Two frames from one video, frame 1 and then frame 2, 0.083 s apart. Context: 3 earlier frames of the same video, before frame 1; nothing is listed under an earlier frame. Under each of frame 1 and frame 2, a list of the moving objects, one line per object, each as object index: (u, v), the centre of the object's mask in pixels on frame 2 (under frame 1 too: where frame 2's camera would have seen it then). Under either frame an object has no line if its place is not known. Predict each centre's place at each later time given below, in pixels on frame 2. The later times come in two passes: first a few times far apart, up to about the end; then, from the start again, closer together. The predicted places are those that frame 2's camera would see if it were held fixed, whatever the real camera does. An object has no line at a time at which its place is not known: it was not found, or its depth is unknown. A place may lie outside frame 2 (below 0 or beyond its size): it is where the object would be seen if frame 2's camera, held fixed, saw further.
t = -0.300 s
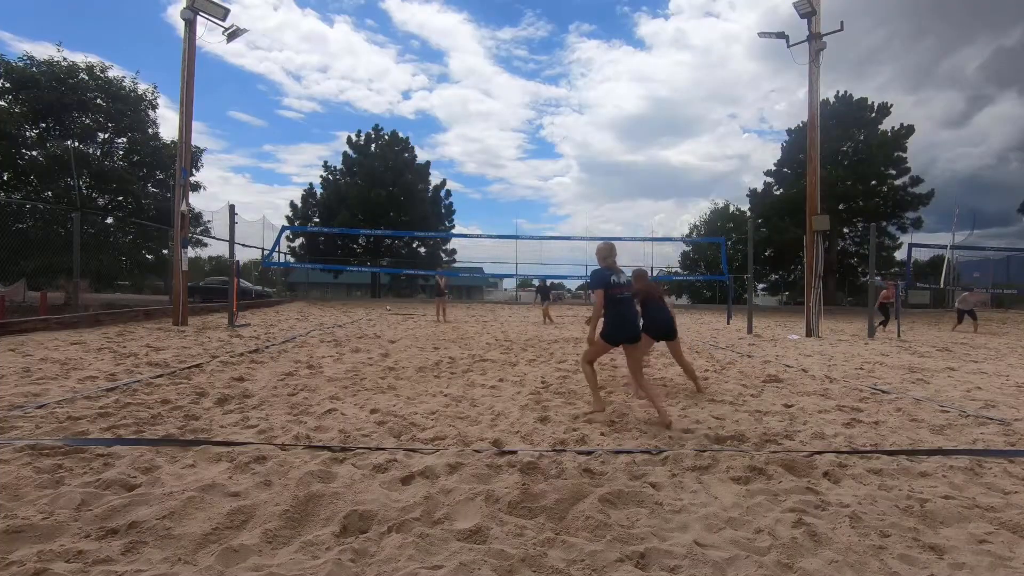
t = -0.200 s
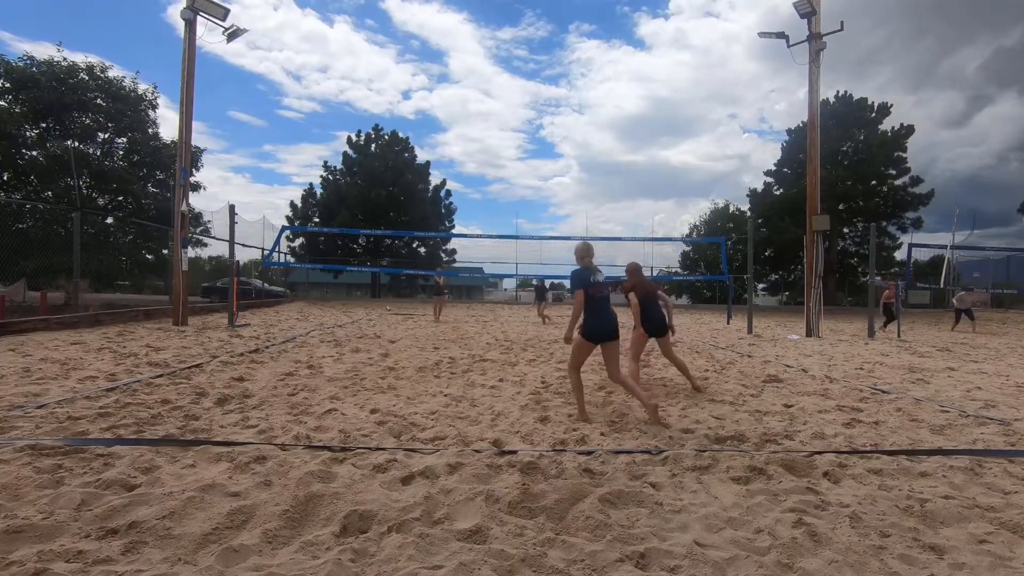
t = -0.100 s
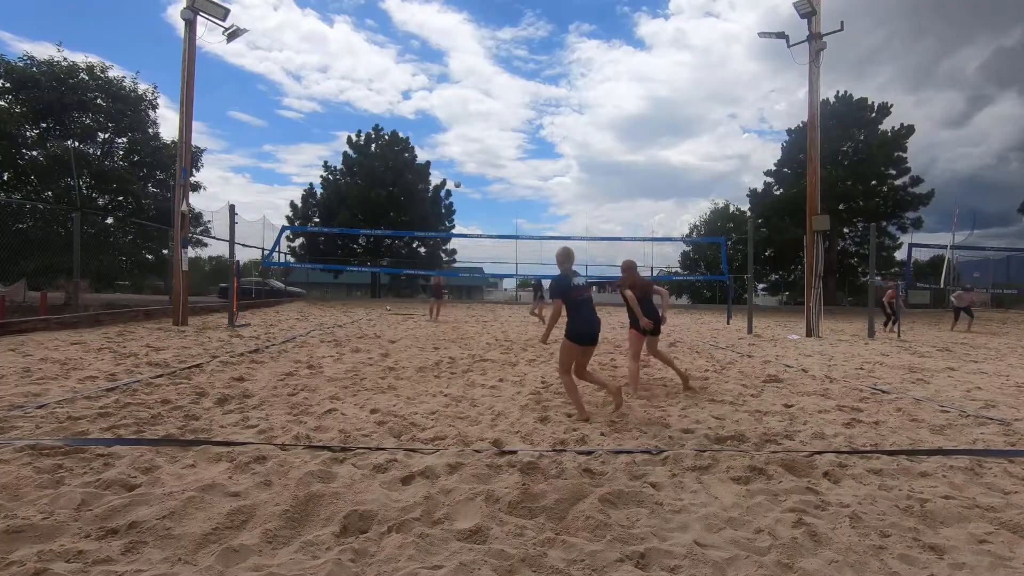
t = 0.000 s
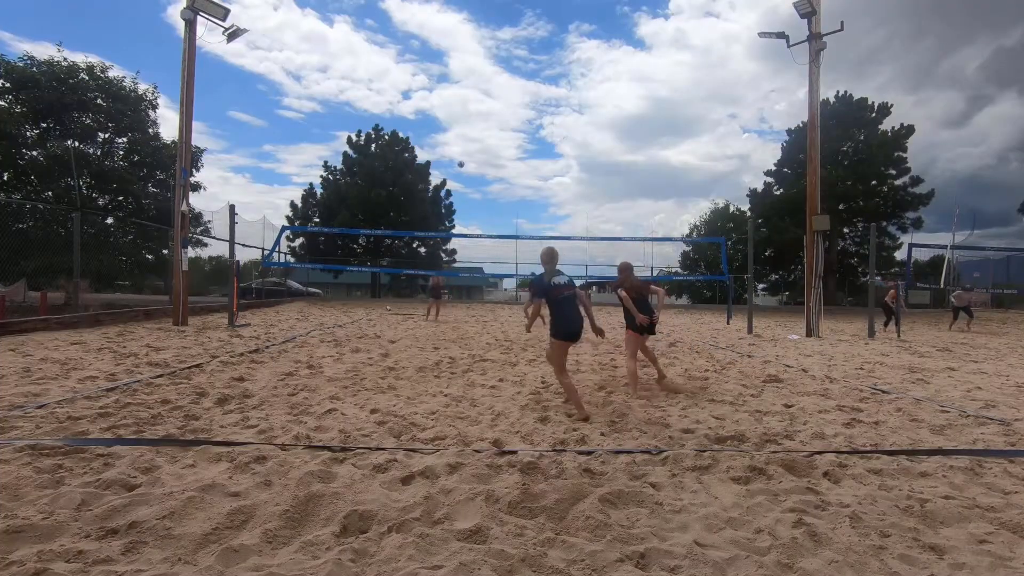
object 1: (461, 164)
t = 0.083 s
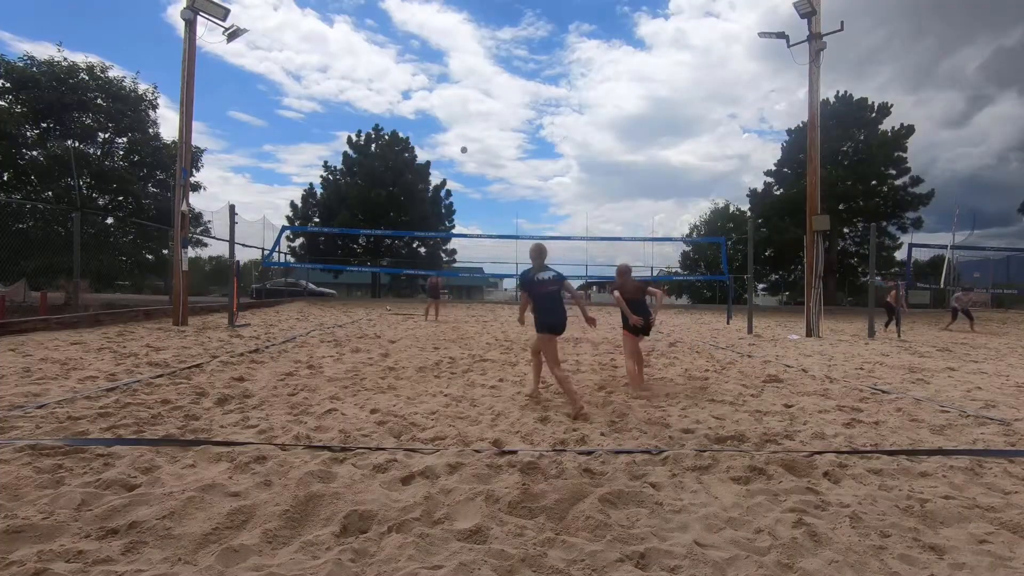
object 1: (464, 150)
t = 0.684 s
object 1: (483, 114)
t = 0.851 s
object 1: (488, 125)
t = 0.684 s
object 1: (483, 114)
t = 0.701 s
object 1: (483, 115)
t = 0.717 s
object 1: (484, 115)
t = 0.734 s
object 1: (484, 116)
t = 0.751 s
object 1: (485, 117)
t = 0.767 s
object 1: (485, 119)
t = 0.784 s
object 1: (486, 120)
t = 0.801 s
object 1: (487, 121)
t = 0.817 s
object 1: (487, 123)
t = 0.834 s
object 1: (488, 124)
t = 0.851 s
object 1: (488, 125)
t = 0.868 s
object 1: (488, 127)
